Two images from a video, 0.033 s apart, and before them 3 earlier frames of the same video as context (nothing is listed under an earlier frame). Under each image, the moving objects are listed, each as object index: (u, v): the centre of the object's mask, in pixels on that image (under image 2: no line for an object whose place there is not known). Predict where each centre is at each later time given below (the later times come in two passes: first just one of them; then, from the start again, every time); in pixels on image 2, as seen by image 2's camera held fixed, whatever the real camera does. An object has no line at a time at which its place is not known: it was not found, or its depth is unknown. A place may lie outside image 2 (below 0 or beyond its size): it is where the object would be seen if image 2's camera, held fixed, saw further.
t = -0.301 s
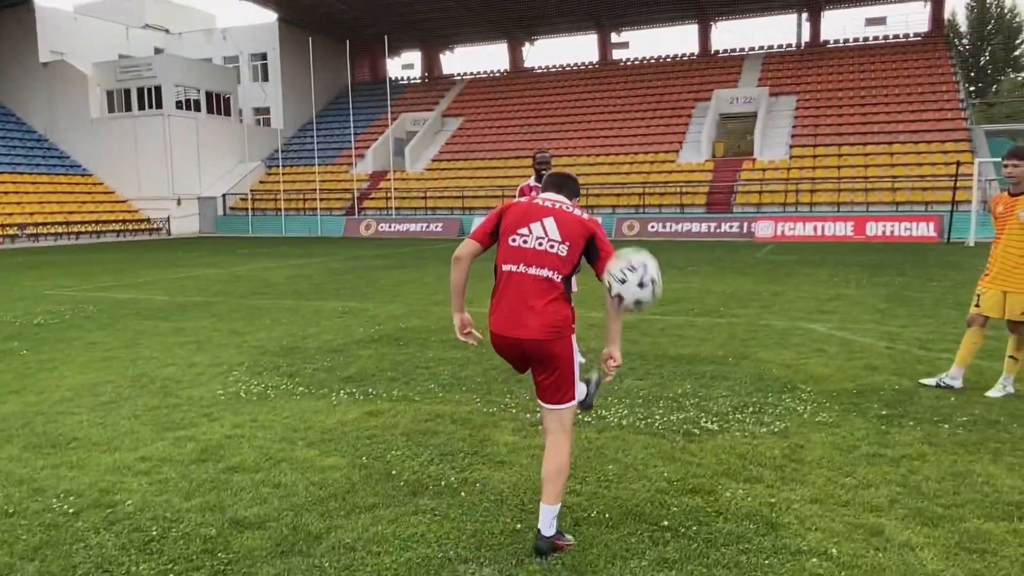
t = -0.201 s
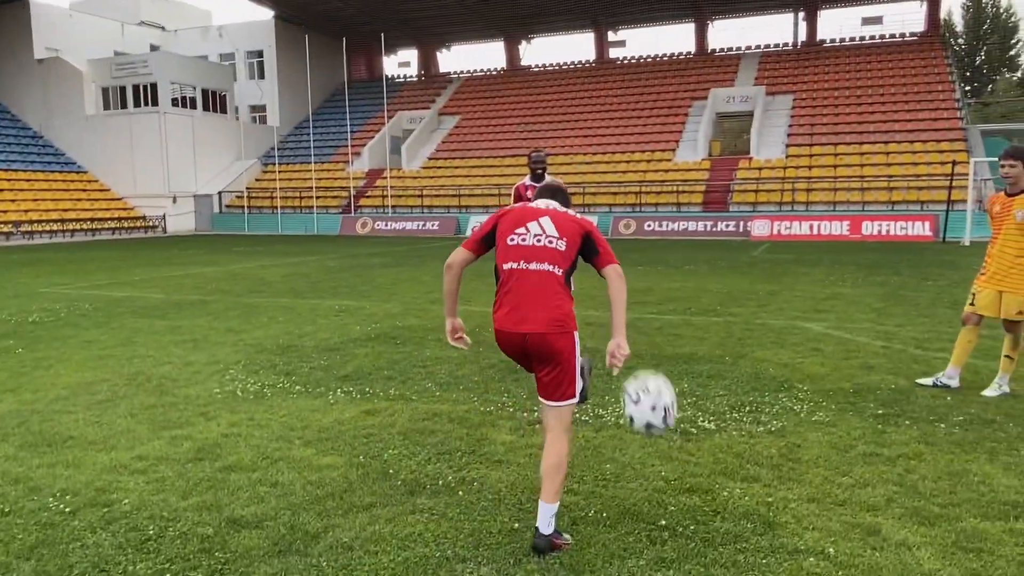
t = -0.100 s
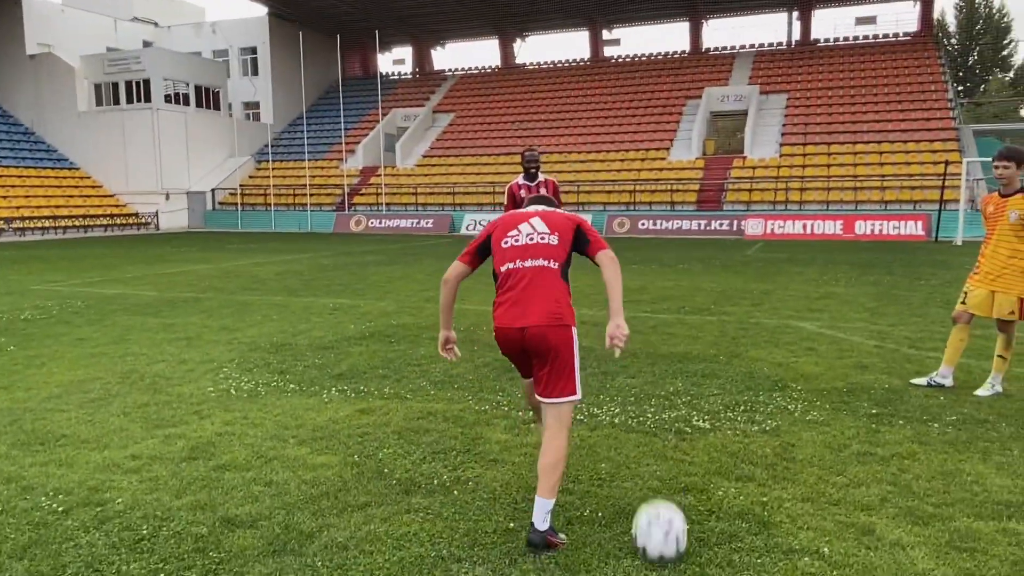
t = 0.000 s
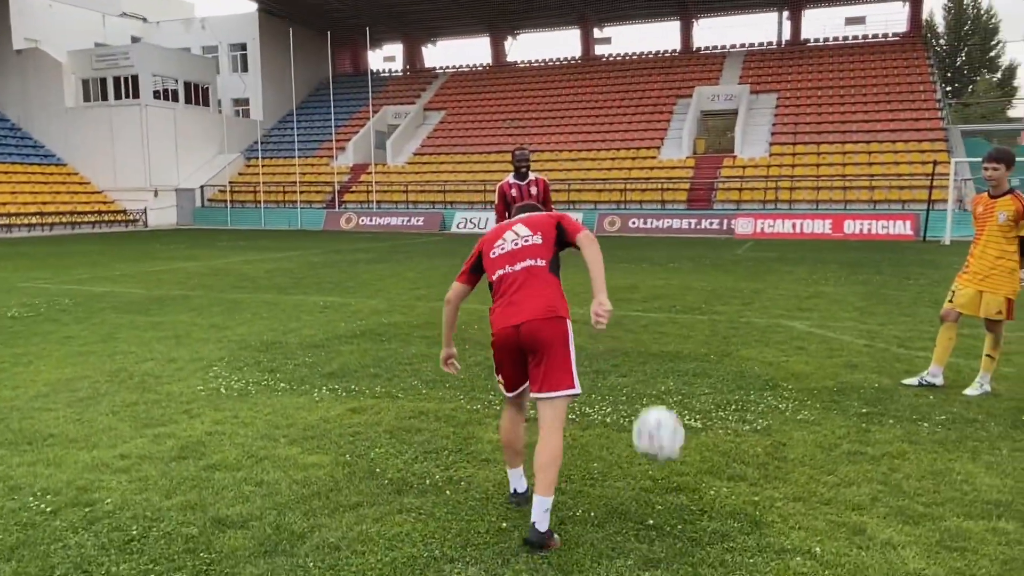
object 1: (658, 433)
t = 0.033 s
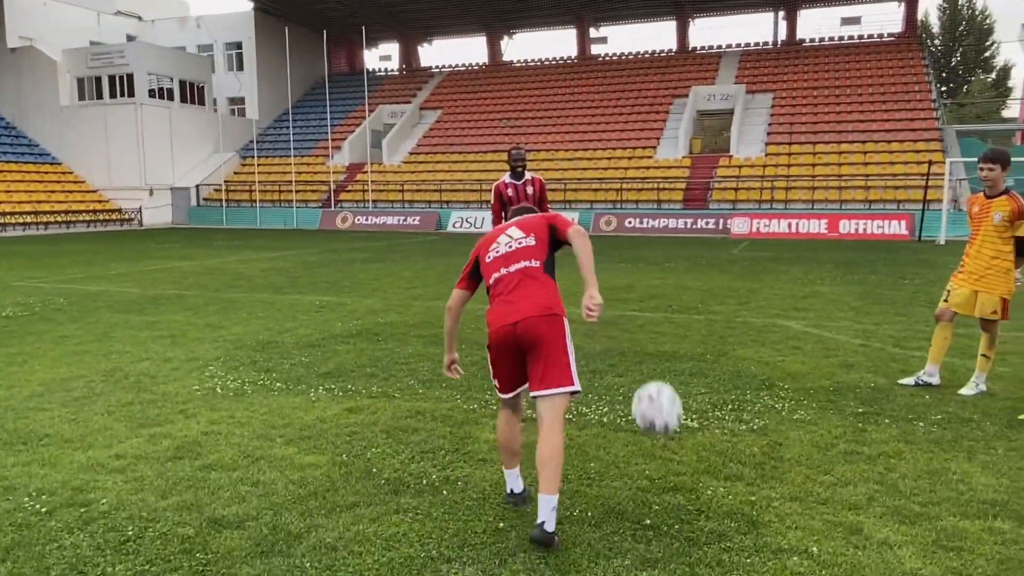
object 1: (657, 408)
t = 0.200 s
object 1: (666, 326)
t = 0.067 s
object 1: (659, 386)
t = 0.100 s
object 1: (661, 367)
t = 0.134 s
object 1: (663, 350)
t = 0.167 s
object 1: (664, 337)
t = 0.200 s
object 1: (666, 326)
